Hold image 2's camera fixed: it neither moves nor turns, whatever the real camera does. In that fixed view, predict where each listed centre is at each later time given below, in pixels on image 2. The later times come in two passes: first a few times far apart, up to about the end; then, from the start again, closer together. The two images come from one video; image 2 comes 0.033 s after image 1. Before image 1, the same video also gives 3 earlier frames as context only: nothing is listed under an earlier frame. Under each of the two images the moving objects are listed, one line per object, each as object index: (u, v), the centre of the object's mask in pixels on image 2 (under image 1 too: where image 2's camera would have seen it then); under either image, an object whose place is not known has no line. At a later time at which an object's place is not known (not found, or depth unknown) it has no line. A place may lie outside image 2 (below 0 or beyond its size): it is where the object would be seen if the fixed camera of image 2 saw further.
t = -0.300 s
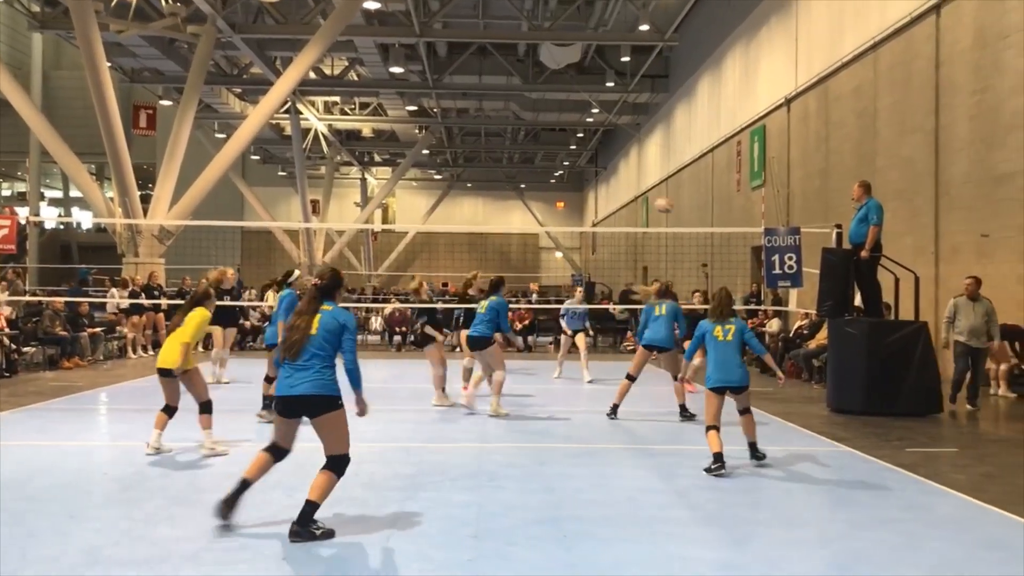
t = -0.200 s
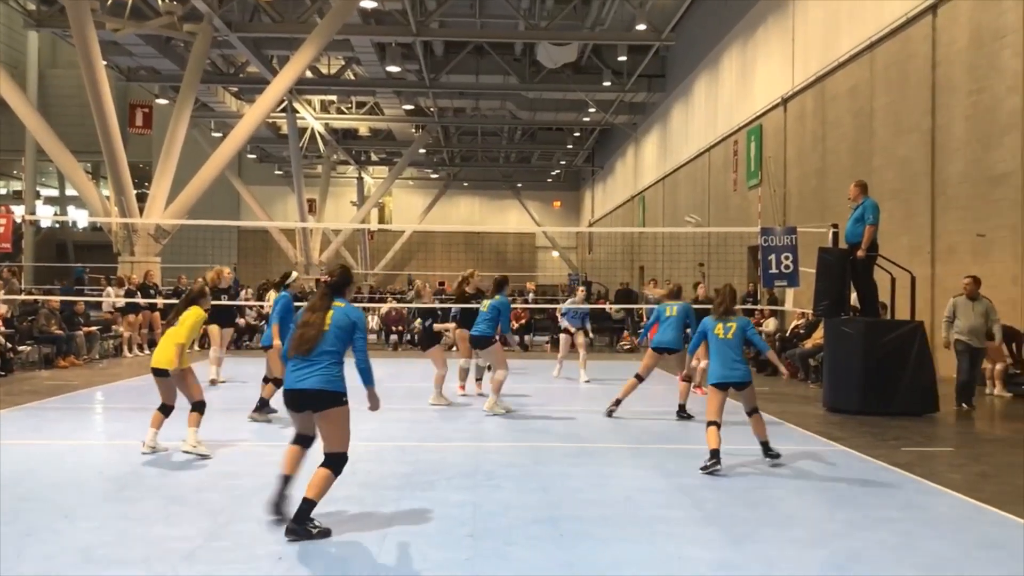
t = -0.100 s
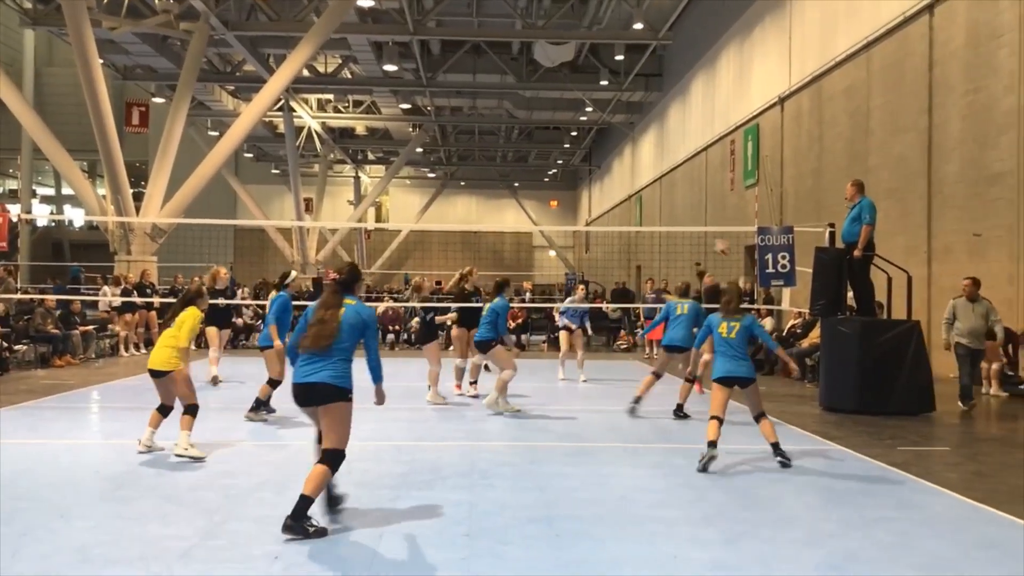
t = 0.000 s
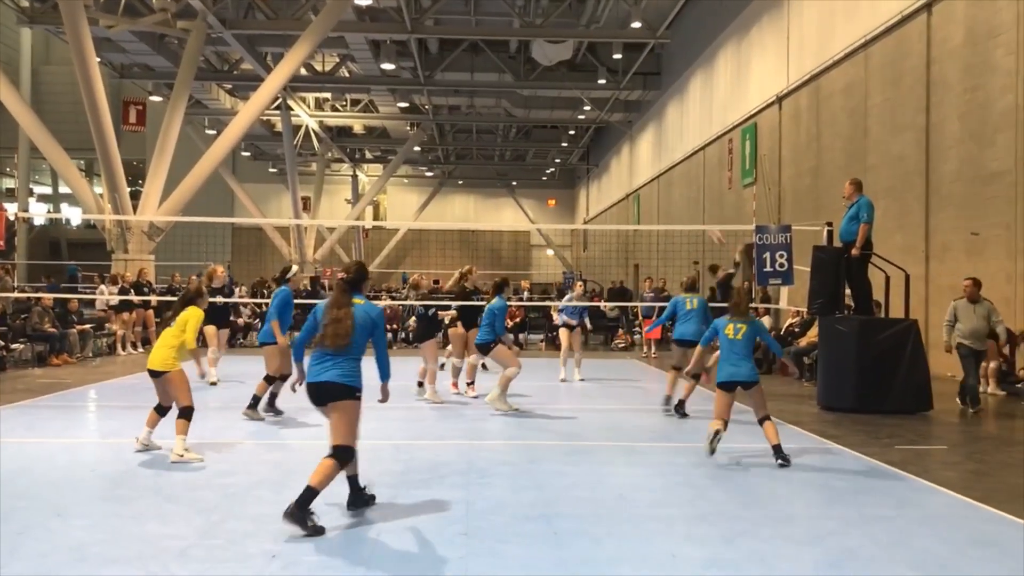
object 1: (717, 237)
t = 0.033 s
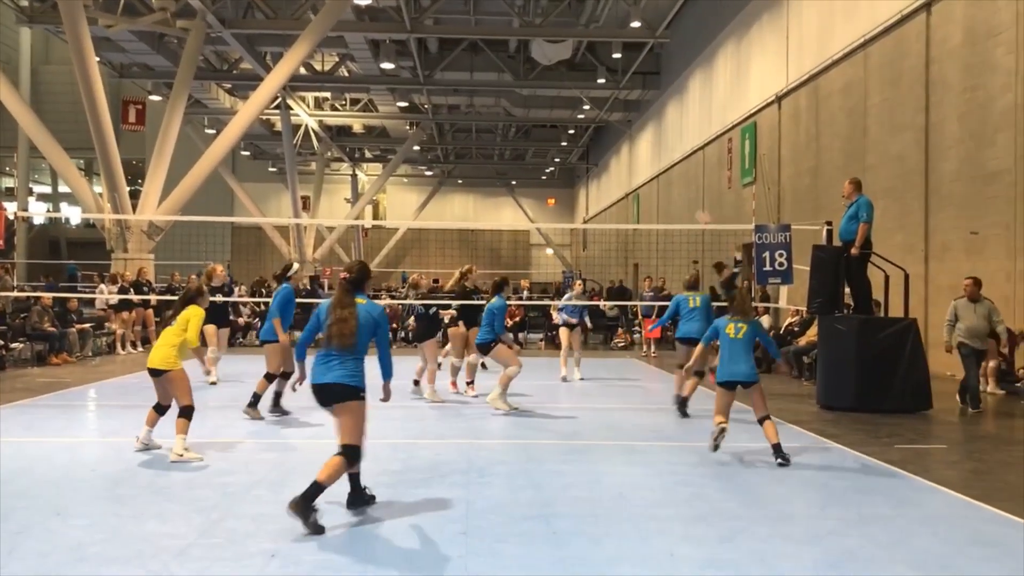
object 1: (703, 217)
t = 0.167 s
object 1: (659, 170)
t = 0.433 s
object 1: (568, 101)
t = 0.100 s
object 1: (682, 193)
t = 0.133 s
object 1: (671, 182)
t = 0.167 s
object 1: (659, 170)
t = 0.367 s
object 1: (588, 112)
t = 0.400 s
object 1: (575, 106)
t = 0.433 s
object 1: (568, 101)
